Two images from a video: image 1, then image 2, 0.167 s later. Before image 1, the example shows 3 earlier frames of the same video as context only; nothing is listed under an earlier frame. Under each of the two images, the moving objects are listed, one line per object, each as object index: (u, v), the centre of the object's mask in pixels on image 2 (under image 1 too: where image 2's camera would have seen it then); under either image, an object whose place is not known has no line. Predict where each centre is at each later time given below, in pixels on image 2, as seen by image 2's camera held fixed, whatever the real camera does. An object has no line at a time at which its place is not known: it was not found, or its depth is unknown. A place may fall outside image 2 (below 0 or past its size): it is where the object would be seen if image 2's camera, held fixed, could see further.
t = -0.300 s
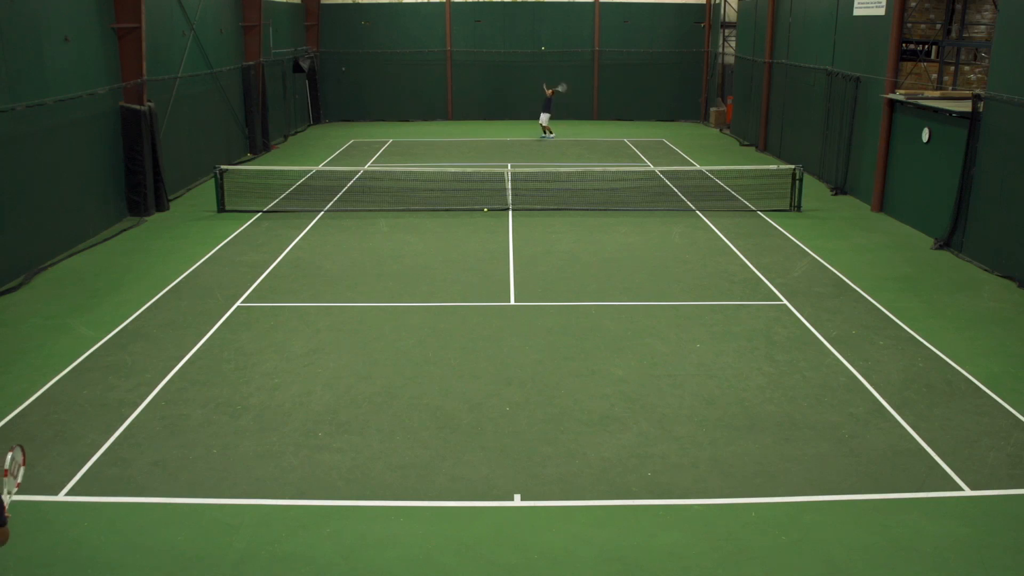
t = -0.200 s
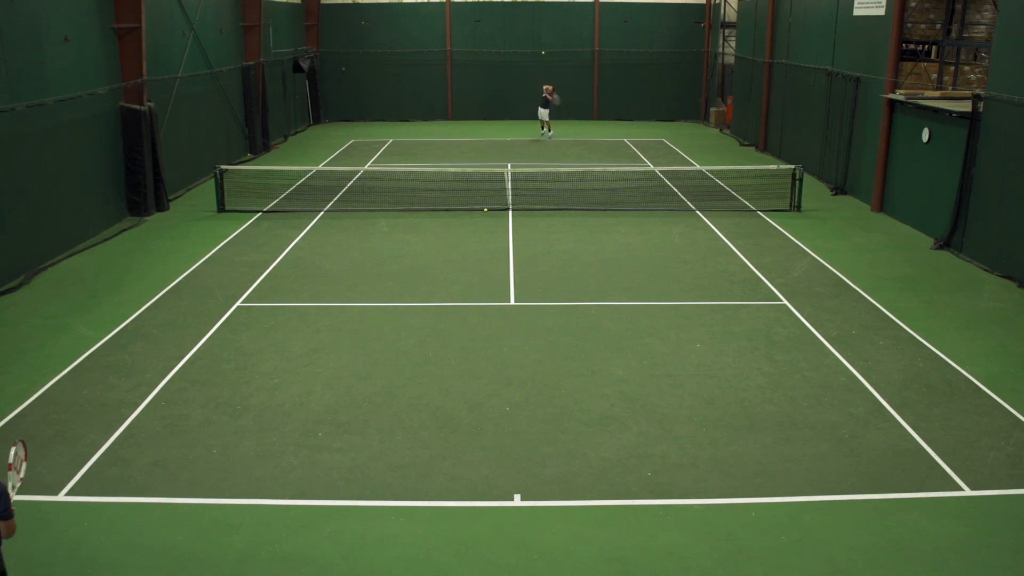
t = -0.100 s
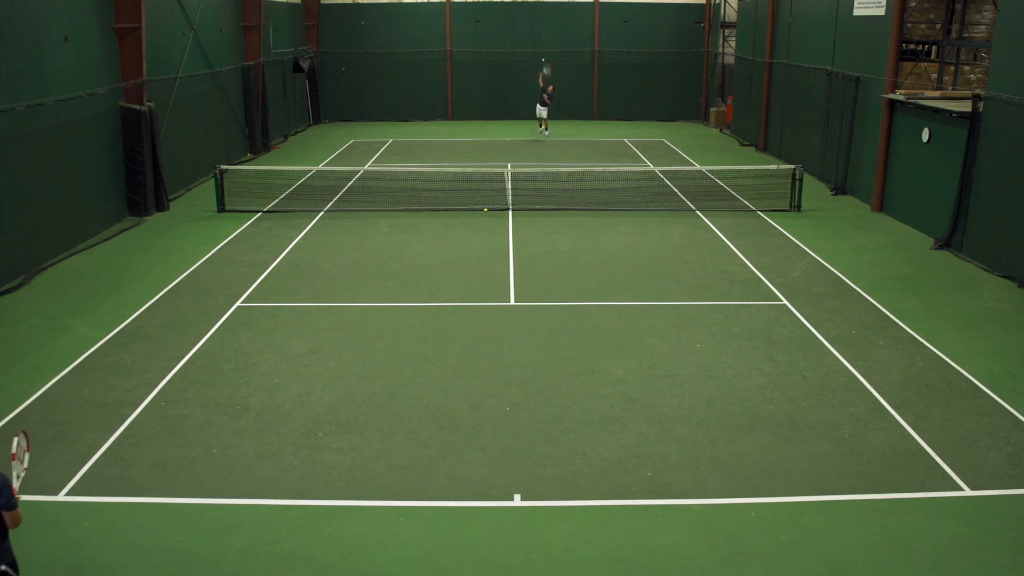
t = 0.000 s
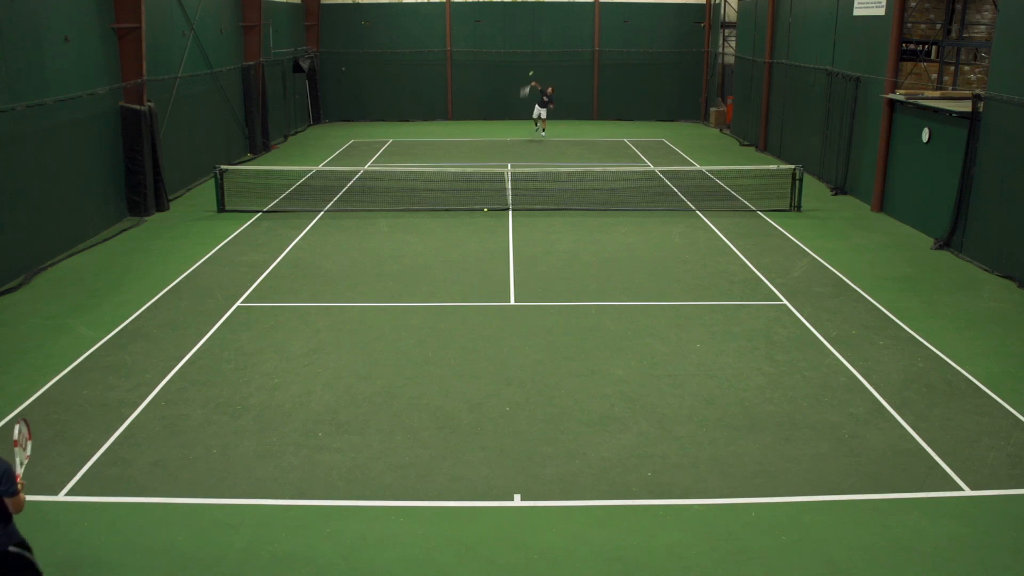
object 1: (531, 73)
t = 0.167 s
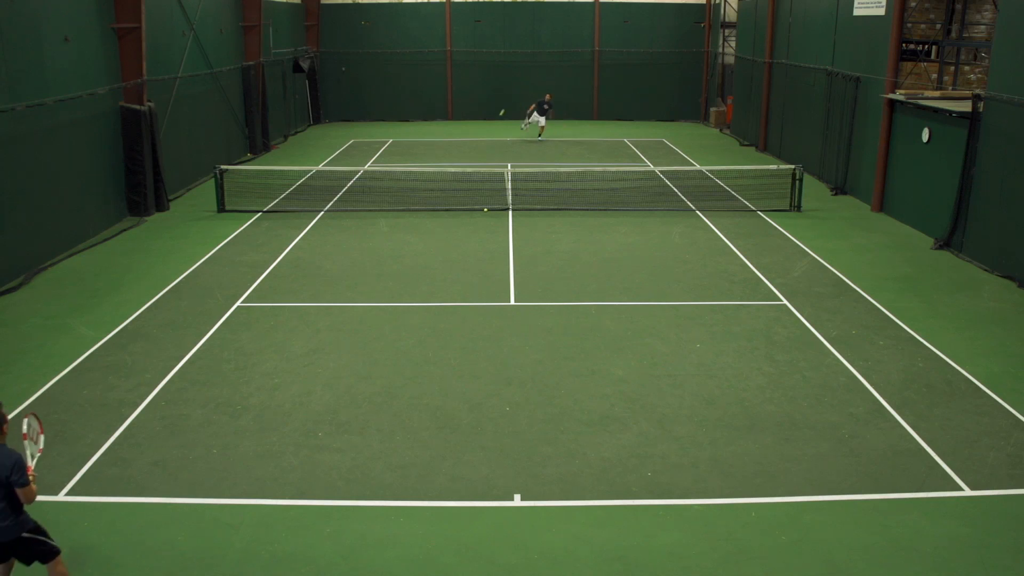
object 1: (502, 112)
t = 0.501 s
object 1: (423, 291)
